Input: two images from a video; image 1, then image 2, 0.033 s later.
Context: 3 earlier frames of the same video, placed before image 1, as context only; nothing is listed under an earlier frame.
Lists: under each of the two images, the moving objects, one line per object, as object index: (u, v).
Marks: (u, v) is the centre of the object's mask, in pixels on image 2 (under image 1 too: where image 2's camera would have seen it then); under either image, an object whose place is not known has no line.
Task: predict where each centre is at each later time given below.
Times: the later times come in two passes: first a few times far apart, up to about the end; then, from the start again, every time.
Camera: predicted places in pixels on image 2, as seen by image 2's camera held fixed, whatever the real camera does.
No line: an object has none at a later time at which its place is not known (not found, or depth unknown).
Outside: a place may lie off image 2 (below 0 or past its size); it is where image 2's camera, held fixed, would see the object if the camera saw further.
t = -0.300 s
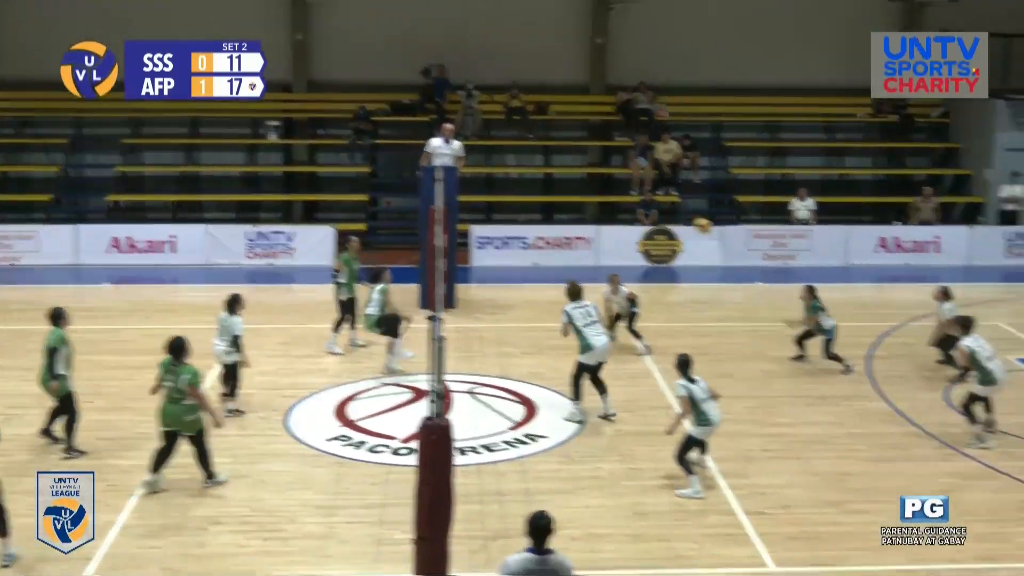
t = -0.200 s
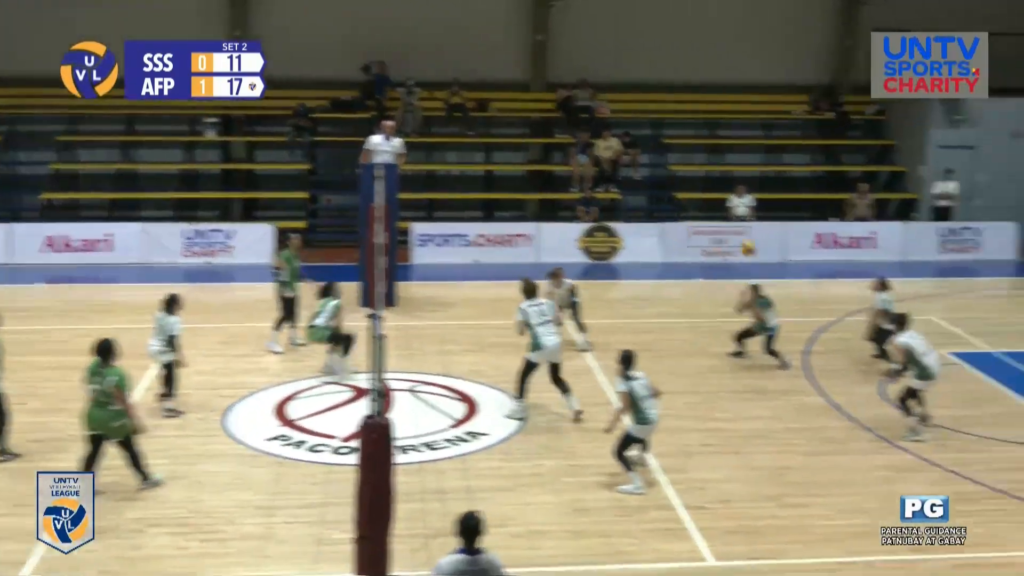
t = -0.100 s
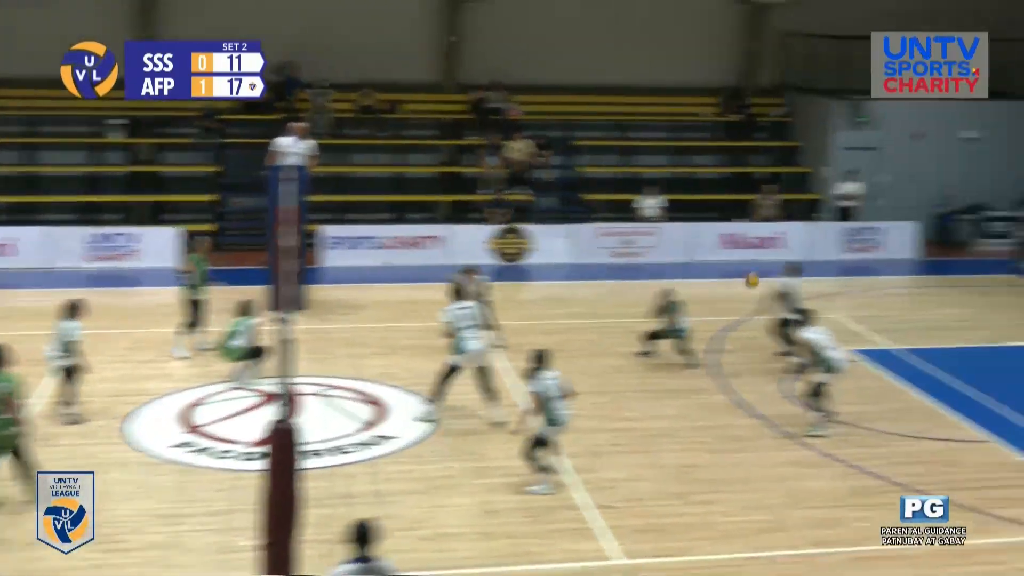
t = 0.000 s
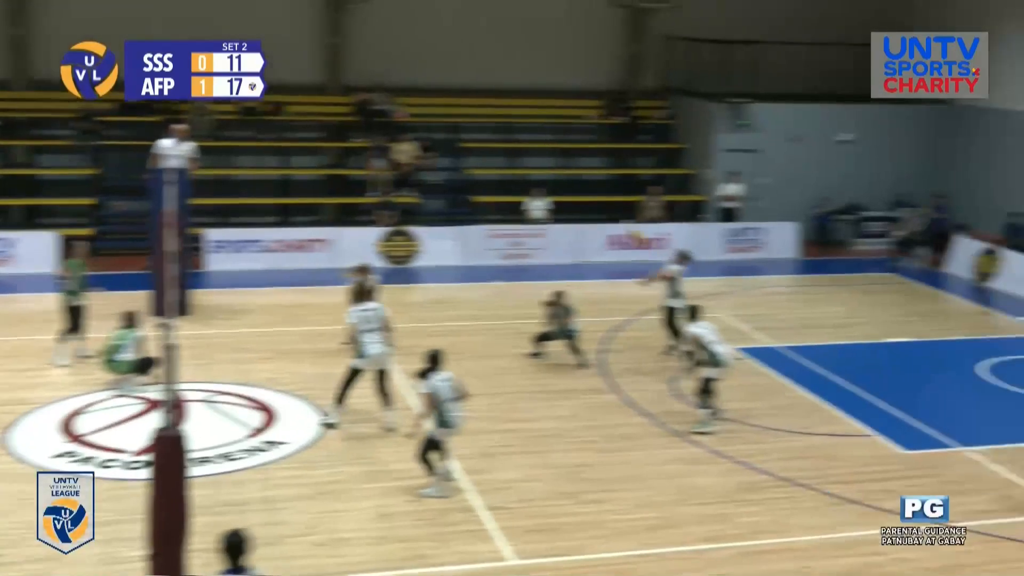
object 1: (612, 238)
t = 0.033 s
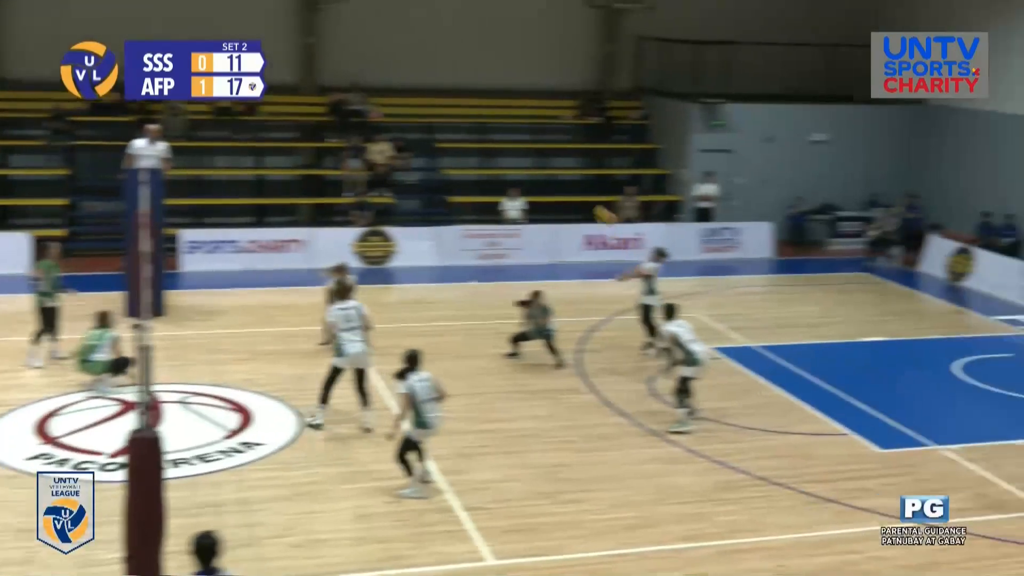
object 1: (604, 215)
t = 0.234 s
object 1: (556, 107)
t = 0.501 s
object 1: (482, -4)
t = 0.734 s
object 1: (412, -64)
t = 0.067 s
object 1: (598, 197)
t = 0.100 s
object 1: (589, 178)
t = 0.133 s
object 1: (581, 159)
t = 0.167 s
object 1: (573, 141)
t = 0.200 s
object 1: (565, 125)
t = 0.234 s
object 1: (556, 107)
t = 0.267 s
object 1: (546, 91)
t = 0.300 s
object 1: (537, 75)
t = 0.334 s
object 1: (528, 60)
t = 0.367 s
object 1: (519, 47)
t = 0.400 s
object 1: (510, 32)
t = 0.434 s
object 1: (501, 19)
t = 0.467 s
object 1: (491, 7)
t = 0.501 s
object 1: (482, -4)
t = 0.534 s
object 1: (472, -15)
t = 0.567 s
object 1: (462, -25)
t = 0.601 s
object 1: (452, -35)
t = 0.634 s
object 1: (443, -42)
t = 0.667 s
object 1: (432, -51)
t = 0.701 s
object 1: (422, -58)
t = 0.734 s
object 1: (412, -64)
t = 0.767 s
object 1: (401, -70)
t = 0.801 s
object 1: (390, -74)
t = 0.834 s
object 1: (381, -78)
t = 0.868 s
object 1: (369, -81)
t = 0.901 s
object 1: (358, -81)
